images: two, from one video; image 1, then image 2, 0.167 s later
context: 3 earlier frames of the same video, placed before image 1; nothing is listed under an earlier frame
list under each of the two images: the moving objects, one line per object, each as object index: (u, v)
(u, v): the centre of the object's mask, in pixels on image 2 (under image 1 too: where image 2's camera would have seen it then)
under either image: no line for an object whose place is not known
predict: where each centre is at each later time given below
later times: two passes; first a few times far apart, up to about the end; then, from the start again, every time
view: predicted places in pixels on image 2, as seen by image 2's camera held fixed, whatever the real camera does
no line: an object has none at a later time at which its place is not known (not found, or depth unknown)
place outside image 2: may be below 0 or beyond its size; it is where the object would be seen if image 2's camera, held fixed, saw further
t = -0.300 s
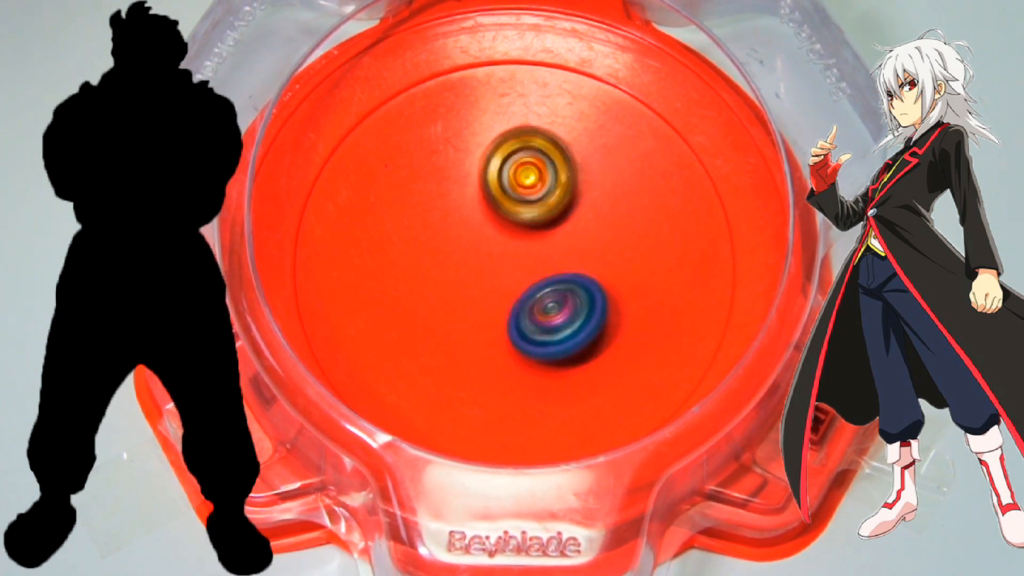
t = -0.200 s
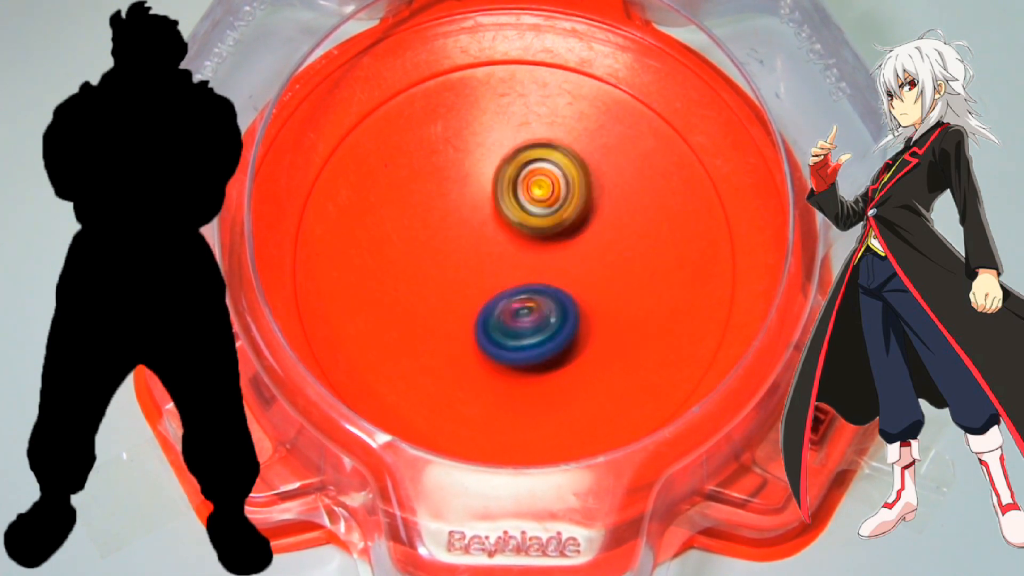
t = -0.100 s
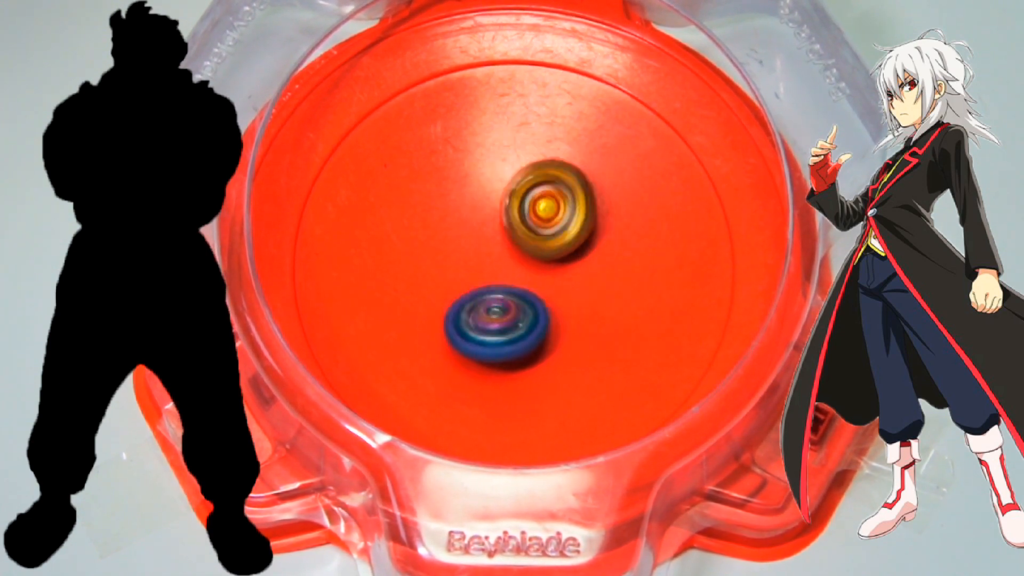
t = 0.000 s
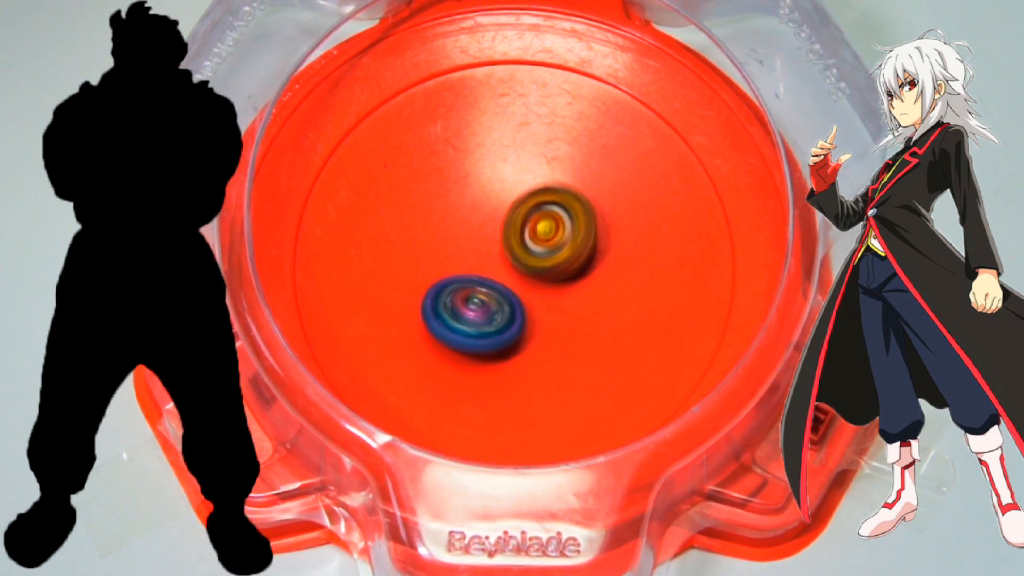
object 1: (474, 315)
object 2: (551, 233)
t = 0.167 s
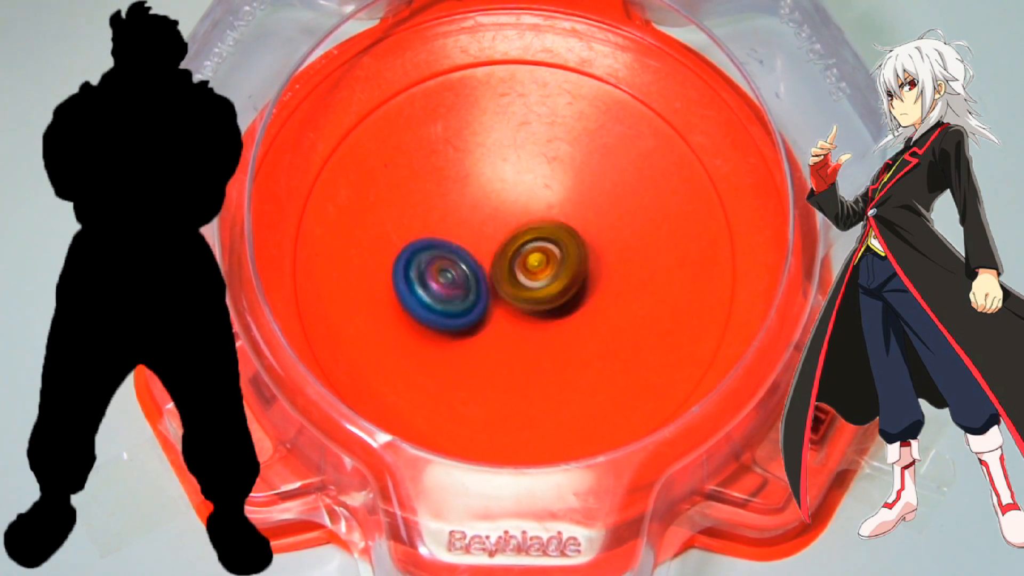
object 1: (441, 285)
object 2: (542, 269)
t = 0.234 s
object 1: (431, 269)
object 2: (541, 277)
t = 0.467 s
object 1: (454, 212)
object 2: (507, 293)
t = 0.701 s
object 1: (523, 201)
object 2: (478, 284)
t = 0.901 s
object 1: (574, 234)
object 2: (473, 264)
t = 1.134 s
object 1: (578, 287)
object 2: (497, 244)
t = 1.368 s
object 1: (537, 331)
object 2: (520, 227)
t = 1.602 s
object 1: (476, 309)
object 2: (538, 228)
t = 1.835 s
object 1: (447, 249)
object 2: (539, 250)
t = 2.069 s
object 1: (478, 197)
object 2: (538, 275)
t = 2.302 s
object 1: (548, 201)
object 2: (517, 286)
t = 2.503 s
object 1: (586, 248)
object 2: (500, 274)
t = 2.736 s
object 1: (563, 309)
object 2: (500, 247)
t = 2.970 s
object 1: (496, 321)
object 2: (521, 234)
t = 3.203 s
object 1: (450, 275)
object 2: (541, 244)
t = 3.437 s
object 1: (468, 213)
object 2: (540, 262)
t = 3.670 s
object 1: (534, 193)
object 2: (521, 279)
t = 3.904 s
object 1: (586, 235)
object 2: (502, 270)
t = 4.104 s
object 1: (587, 284)
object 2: (497, 252)
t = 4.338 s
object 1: (546, 317)
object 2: (515, 237)
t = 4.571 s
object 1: (491, 316)
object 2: (531, 237)
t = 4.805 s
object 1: (446, 267)
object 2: (548, 246)
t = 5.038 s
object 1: (463, 226)
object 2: (545, 260)
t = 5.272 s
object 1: (492, 205)
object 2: (539, 286)
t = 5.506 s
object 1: (542, 219)
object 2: (506, 306)
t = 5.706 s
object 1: (561, 246)
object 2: (472, 304)
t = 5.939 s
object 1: (559, 247)
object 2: (474, 292)
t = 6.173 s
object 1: (562, 246)
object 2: (479, 269)
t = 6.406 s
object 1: (561, 246)
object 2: (474, 247)
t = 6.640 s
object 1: (561, 246)
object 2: (480, 263)
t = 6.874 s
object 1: (561, 246)
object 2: (479, 258)
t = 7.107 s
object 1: (561, 246)
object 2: (479, 257)
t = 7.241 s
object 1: (561, 246)
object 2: (479, 262)
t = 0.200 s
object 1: (435, 278)
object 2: (542, 274)
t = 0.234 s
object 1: (431, 269)
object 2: (541, 277)
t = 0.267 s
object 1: (431, 260)
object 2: (538, 281)
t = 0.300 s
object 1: (431, 251)
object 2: (533, 285)
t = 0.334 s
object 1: (432, 242)
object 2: (527, 287)
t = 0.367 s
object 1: (436, 235)
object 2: (522, 288)
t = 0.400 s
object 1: (442, 228)
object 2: (516, 289)
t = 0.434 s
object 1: (448, 220)
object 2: (512, 291)
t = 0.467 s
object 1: (454, 212)
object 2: (507, 293)
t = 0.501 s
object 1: (462, 206)
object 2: (502, 293)
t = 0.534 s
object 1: (472, 202)
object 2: (498, 293)
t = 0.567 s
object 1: (482, 198)
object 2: (494, 292)
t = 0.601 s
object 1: (492, 197)
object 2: (489, 290)
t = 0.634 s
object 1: (502, 198)
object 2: (485, 288)
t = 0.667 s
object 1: (513, 199)
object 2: (481, 286)
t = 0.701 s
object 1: (523, 201)
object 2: (478, 284)
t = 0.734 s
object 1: (533, 204)
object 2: (476, 281)
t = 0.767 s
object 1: (543, 210)
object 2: (474, 278)
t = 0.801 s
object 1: (553, 215)
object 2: (472, 274)
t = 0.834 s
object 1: (561, 220)
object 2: (471, 271)
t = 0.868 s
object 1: (568, 227)
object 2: (472, 267)
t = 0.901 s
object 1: (574, 234)
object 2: (473, 264)
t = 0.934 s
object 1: (578, 241)
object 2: (475, 260)
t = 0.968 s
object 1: (580, 247)
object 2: (478, 256)
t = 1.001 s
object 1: (582, 255)
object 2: (481, 253)
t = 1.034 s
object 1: (583, 263)
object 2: (484, 250)
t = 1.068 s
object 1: (583, 270)
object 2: (489, 248)
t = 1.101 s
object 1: (581, 279)
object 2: (492, 246)
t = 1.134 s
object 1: (578, 287)
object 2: (497, 244)
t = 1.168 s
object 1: (574, 294)
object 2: (500, 242)
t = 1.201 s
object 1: (569, 302)
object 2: (505, 239)
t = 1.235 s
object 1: (565, 310)
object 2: (509, 236)
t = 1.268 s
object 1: (560, 317)
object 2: (514, 233)
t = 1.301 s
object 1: (552, 323)
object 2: (516, 231)
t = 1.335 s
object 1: (544, 329)
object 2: (518, 229)
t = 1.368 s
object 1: (537, 331)
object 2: (520, 227)
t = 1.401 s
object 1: (528, 331)
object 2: (525, 226)
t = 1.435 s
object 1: (519, 331)
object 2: (527, 226)
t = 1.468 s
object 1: (511, 328)
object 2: (529, 225)
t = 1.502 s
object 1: (502, 325)
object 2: (532, 226)
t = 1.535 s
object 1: (492, 321)
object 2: (535, 227)
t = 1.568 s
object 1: (484, 315)
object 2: (536, 227)
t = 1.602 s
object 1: (476, 309)
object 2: (538, 228)
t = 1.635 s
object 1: (468, 302)
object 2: (539, 231)
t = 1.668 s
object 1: (462, 294)
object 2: (540, 233)
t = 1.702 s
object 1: (456, 285)
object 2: (541, 236)
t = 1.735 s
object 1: (452, 276)
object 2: (541, 238)
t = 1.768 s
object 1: (449, 268)
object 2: (540, 242)
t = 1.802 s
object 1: (448, 258)
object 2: (540, 245)
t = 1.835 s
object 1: (447, 249)
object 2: (539, 250)
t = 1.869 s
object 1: (449, 240)
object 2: (538, 253)
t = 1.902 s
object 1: (449, 230)
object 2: (540, 259)
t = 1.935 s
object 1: (451, 222)
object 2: (540, 262)
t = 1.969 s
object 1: (456, 213)
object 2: (541, 265)
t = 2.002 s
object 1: (462, 206)
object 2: (541, 268)
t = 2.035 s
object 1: (469, 202)
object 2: (540, 272)
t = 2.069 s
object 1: (478, 197)
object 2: (538, 275)
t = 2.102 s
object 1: (487, 193)
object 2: (537, 277)
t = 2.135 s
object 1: (497, 192)
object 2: (534, 280)
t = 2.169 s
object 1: (508, 191)
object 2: (532, 282)
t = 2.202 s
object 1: (518, 191)
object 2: (528, 284)
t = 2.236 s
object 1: (529, 194)
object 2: (525, 285)
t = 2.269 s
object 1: (540, 196)
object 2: (521, 286)
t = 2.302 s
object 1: (548, 201)
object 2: (517, 286)
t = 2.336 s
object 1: (558, 207)
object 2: (514, 285)
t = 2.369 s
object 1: (566, 213)
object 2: (510, 283)
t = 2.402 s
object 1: (573, 222)
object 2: (507, 282)
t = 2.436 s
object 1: (579, 229)
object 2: (504, 279)
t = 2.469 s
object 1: (583, 238)
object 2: (501, 277)
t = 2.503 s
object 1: (586, 248)
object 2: (500, 274)
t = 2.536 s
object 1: (588, 257)
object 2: (499, 271)
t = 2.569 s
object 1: (587, 267)
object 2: (497, 267)
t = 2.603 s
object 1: (586, 276)
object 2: (497, 263)
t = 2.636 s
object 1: (582, 284)
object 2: (497, 258)
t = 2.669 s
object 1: (577, 294)
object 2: (497, 255)
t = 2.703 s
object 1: (571, 302)
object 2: (498, 250)
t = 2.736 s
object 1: (563, 309)
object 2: (500, 247)
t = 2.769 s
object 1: (555, 315)
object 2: (501, 244)
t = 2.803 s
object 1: (547, 319)
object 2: (504, 241)
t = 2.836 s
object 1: (536, 323)
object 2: (507, 238)
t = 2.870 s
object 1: (527, 324)
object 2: (511, 237)
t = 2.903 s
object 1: (516, 325)
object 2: (514, 235)
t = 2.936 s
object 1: (506, 324)
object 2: (517, 234)
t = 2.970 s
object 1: (496, 321)
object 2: (521, 234)
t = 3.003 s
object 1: (486, 318)
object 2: (525, 234)
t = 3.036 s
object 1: (478, 313)
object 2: (528, 235)
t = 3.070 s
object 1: (469, 307)
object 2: (531, 235)
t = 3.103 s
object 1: (463, 300)
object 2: (534, 237)
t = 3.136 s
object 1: (457, 292)
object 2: (537, 239)
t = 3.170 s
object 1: (453, 283)
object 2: (540, 241)
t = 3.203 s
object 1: (450, 275)
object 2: (541, 244)
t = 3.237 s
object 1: (449, 265)
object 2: (544, 246)
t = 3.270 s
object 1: (449, 256)
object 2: (544, 249)
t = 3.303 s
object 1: (450, 246)
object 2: (545, 252)
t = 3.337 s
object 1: (453, 237)
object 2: (545, 255)
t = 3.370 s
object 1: (457, 229)
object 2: (544, 258)
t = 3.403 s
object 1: (462, 220)
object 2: (543, 260)
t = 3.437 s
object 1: (468, 213)
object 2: (540, 262)
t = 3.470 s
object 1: (475, 205)
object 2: (539, 266)
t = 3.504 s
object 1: (483, 198)
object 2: (535, 270)
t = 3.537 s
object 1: (494, 193)
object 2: (533, 272)
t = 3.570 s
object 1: (504, 191)
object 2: (532, 274)
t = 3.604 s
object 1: (514, 190)
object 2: (530, 276)
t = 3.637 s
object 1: (525, 191)
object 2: (526, 279)
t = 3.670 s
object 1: (534, 193)
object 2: (521, 279)
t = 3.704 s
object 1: (544, 196)
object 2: (518, 279)
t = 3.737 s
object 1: (553, 201)
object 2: (515, 279)
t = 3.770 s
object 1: (562, 206)
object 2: (512, 279)
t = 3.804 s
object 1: (569, 212)
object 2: (508, 277)
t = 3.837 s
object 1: (576, 219)
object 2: (505, 275)
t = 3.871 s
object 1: (582, 227)
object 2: (503, 272)
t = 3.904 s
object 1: (586, 235)
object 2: (502, 270)
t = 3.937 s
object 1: (589, 243)
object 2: (500, 267)
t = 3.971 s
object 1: (591, 253)
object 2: (498, 264)
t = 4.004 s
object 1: (592, 261)
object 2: (497, 259)
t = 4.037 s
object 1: (591, 269)
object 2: (497, 257)
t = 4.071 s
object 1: (589, 276)
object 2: (498, 255)
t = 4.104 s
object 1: (587, 284)
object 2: (497, 252)
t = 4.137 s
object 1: (582, 290)
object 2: (498, 248)
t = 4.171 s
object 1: (578, 297)
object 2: (501, 244)
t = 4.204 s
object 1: (573, 302)
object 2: (504, 242)
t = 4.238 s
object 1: (568, 307)
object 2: (506, 242)
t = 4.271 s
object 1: (561, 311)
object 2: (507, 239)
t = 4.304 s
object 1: (554, 314)
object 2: (511, 237)
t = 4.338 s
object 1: (546, 317)
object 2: (515, 237)
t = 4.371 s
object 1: (540, 320)
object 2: (517, 236)
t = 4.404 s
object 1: (530, 326)
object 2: (520, 232)
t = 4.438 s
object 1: (522, 327)
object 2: (523, 232)
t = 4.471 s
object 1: (513, 327)
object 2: (528, 232)
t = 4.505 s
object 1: (506, 324)
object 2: (531, 234)
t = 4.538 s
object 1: (498, 321)
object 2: (530, 236)
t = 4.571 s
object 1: (491, 316)
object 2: (531, 237)
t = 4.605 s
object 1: (485, 310)
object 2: (534, 237)
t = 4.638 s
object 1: (476, 304)
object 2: (538, 238)
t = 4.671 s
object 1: (470, 297)
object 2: (538, 241)
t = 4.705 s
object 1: (465, 290)
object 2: (538, 242)
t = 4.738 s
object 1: (458, 282)
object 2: (543, 244)
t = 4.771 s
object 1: (451, 274)
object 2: (546, 244)
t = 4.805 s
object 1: (446, 267)
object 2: (548, 246)
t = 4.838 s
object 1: (445, 260)
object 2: (549, 248)
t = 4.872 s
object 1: (445, 253)
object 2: (549, 249)
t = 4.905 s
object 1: (447, 246)
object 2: (549, 251)
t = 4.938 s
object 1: (450, 241)
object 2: (550, 253)
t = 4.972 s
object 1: (454, 235)
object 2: (549, 255)
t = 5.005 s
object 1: (458, 232)
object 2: (546, 256)
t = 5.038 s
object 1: (463, 226)
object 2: (545, 260)
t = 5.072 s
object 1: (467, 220)
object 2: (548, 263)
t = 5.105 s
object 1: (471, 214)
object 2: (549, 266)
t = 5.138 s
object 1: (475, 212)
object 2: (547, 268)
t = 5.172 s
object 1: (479, 209)
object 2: (543, 269)
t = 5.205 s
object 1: (483, 207)
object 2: (543, 274)
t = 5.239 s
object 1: (488, 205)
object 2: (542, 282)
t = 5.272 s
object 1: (492, 205)
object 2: (539, 286)
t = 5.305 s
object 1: (496, 204)
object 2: (534, 288)
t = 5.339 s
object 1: (503, 206)
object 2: (530, 292)
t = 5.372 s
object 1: (512, 205)
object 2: (524, 298)
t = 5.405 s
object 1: (521, 206)
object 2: (518, 301)
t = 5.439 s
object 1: (530, 209)
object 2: (514, 303)
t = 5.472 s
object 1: (536, 215)
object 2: (510, 305)
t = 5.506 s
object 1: (542, 219)
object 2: (506, 306)
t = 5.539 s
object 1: (549, 224)
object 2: (499, 308)
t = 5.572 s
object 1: (554, 231)
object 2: (491, 308)
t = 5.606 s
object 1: (556, 239)
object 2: (485, 308)
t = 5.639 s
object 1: (558, 244)
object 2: (479, 307)
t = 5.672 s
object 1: (560, 246)
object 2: (475, 307)
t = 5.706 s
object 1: (561, 246)
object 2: (472, 304)
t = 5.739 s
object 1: (561, 245)
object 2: (470, 303)
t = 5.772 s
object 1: (560, 247)
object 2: (469, 302)
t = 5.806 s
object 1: (560, 247)
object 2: (470, 300)
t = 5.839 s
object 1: (559, 247)
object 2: (470, 299)
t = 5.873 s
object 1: (559, 247)
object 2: (471, 297)
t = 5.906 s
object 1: (559, 247)
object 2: (473, 295)
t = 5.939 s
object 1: (559, 247)
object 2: (474, 292)
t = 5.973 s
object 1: (560, 247)
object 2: (476, 289)
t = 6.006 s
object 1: (560, 246)
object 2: (478, 285)
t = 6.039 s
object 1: (560, 246)
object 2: (478, 282)
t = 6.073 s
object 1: (561, 245)
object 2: (480, 280)
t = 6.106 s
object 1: (561, 246)
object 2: (479, 276)
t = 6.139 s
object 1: (561, 246)
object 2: (478, 272)
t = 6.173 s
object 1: (562, 246)
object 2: (479, 269)
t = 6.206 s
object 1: (562, 246)
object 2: (479, 265)
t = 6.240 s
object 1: (561, 246)
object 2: (479, 261)
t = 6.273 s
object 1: (561, 246)
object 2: (478, 257)
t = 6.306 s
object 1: (561, 246)
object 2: (477, 253)
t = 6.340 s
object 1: (561, 246)
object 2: (476, 249)
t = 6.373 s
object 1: (561, 246)
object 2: (474, 248)
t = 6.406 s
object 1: (561, 246)
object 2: (474, 247)
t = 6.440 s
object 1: (561, 246)
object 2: (474, 247)
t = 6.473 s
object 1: (561, 246)
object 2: (475, 248)
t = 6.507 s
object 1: (561, 246)
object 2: (477, 251)
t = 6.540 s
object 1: (561, 246)
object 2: (478, 253)
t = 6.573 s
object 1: (561, 246)
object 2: (479, 256)
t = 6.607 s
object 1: (561, 246)
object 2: (480, 259)
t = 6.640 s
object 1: (561, 246)
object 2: (480, 263)
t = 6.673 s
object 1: (561, 246)
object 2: (479, 264)
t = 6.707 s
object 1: (561, 246)
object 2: (479, 265)
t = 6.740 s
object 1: (561, 246)
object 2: (479, 265)
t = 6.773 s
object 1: (561, 246)
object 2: (479, 264)
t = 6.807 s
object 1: (561, 246)
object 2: (479, 263)
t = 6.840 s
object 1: (561, 246)
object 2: (480, 260)
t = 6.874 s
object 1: (561, 246)
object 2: (479, 258)
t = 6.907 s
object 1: (561, 246)
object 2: (479, 257)
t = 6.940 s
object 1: (561, 246)
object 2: (479, 256)
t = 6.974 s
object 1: (561, 246)
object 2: (479, 256)
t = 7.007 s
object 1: (561, 246)
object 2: (479, 255)
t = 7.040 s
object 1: (561, 246)
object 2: (479, 256)
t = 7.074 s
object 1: (561, 246)
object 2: (479, 256)
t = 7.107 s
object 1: (561, 246)
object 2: (479, 257)
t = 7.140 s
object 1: (561, 246)
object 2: (479, 259)
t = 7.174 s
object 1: (561, 246)
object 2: (480, 261)
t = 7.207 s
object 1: (561, 246)
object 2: (479, 262)
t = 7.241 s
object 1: (561, 246)
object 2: (479, 262)
